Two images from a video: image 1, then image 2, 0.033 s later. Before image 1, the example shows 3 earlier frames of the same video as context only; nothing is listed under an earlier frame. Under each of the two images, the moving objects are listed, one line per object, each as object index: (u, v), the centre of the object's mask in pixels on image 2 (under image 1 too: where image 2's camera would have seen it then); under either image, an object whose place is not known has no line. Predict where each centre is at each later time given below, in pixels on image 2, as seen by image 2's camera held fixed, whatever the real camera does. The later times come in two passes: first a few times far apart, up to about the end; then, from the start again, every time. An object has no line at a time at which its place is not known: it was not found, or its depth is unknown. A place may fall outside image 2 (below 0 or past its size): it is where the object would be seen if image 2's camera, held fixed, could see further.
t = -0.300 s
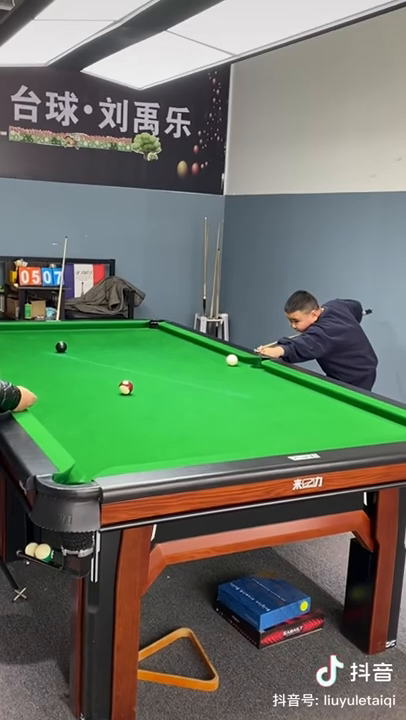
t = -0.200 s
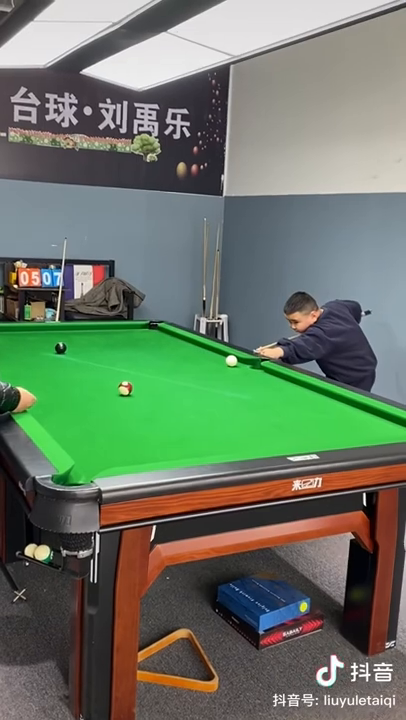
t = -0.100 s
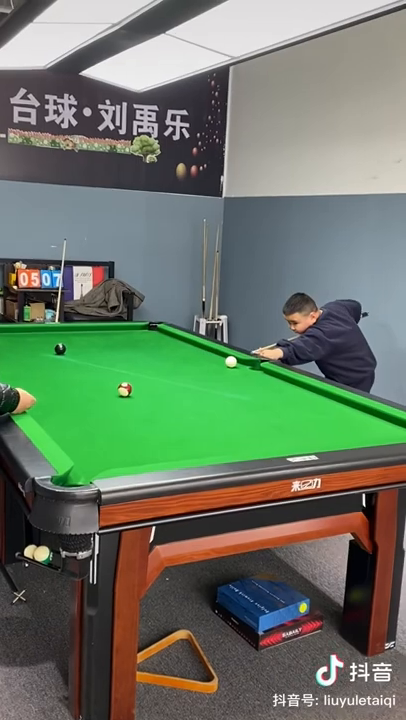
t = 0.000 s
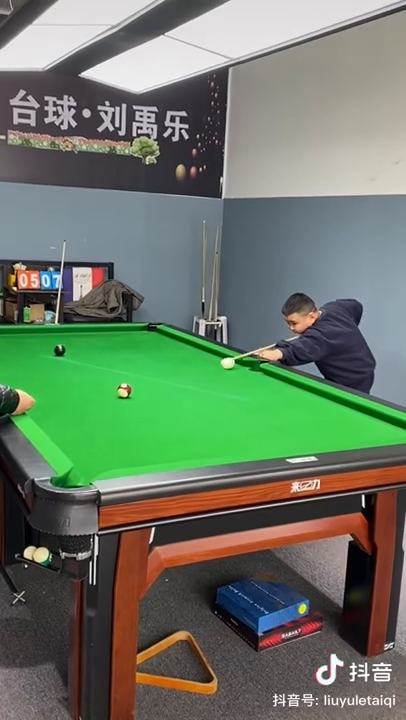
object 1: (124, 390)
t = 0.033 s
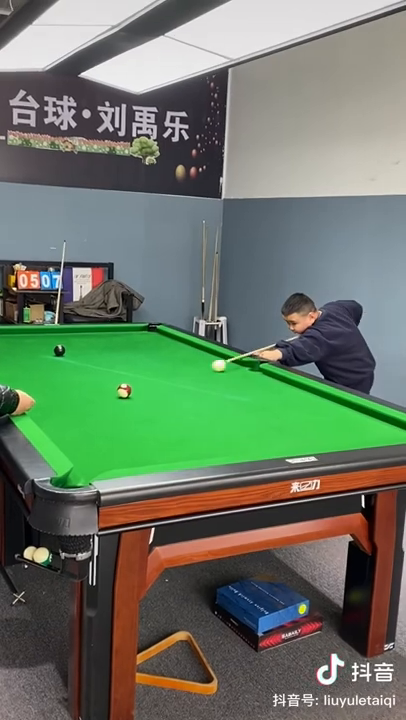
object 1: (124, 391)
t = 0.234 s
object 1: (124, 390)
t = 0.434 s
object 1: (120, 400)
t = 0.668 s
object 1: (111, 420)
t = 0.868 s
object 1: (103, 440)
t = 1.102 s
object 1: (90, 468)
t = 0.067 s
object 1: (124, 391)
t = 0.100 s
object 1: (124, 390)
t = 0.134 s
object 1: (124, 390)
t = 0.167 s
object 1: (124, 390)
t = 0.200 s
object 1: (124, 390)
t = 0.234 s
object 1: (124, 390)
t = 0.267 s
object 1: (124, 390)
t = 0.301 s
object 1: (124, 391)
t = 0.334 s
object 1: (123, 390)
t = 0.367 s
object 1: (123, 394)
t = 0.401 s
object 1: (121, 397)
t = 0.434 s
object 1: (120, 400)
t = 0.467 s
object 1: (119, 403)
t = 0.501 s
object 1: (117, 406)
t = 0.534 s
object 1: (116, 409)
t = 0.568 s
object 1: (115, 412)
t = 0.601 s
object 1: (113, 414)
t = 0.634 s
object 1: (112, 418)
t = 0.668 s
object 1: (111, 420)
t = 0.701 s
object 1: (110, 424)
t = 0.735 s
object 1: (109, 426)
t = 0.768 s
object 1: (107, 430)
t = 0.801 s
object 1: (106, 433)
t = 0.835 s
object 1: (104, 436)
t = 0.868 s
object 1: (103, 440)
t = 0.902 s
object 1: (101, 443)
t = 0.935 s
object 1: (99, 447)
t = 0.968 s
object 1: (98, 451)
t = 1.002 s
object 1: (96, 455)
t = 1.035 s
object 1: (94, 460)
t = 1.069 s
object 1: (92, 463)
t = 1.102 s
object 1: (90, 468)
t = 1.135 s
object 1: (88, 471)
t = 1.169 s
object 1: (86, 475)
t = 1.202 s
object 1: (82, 481)
